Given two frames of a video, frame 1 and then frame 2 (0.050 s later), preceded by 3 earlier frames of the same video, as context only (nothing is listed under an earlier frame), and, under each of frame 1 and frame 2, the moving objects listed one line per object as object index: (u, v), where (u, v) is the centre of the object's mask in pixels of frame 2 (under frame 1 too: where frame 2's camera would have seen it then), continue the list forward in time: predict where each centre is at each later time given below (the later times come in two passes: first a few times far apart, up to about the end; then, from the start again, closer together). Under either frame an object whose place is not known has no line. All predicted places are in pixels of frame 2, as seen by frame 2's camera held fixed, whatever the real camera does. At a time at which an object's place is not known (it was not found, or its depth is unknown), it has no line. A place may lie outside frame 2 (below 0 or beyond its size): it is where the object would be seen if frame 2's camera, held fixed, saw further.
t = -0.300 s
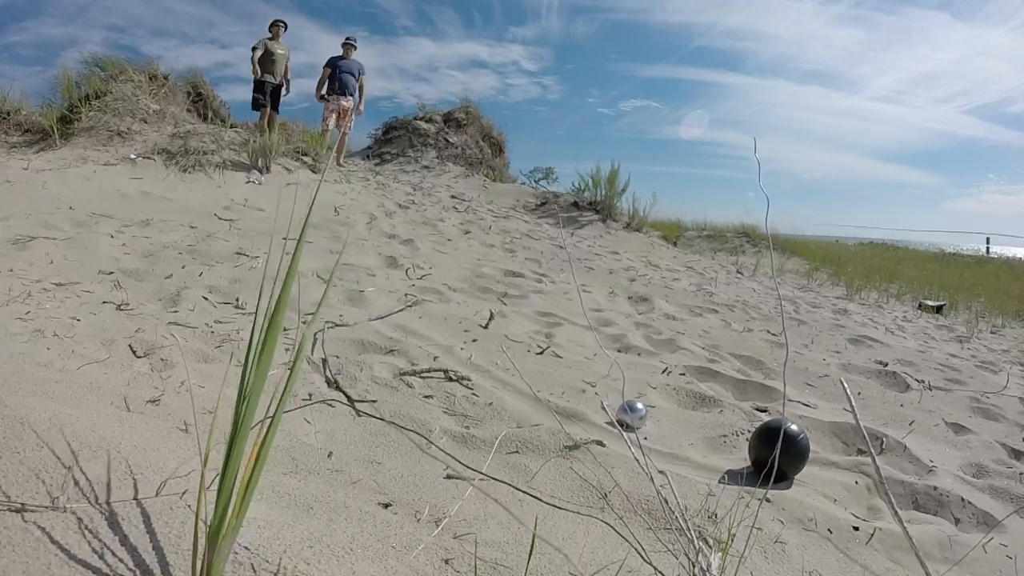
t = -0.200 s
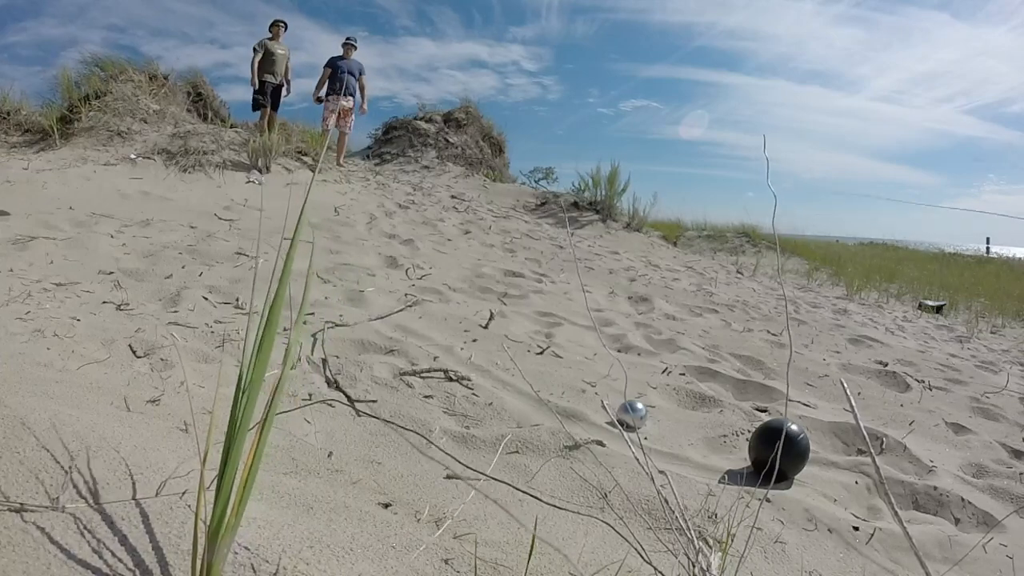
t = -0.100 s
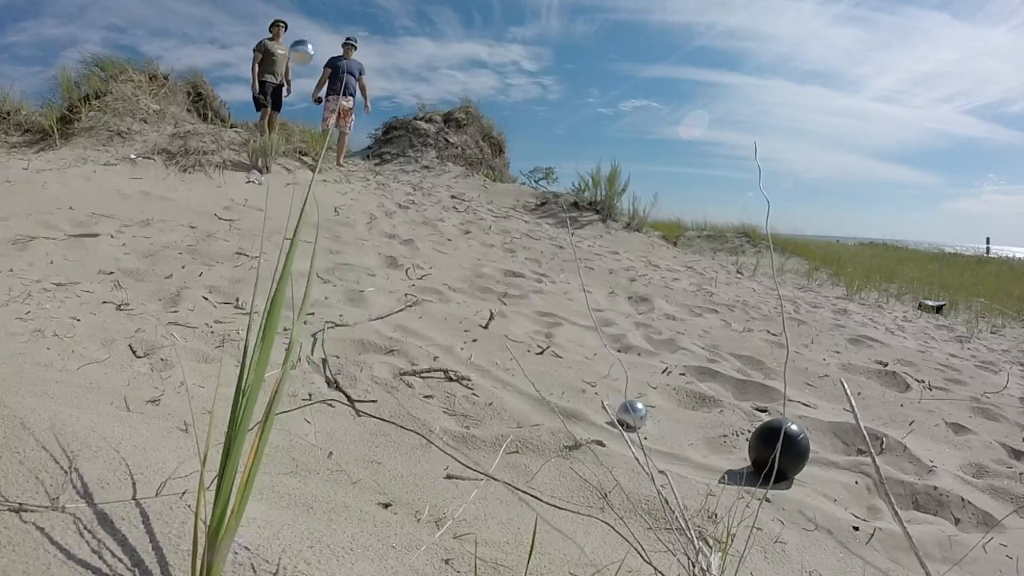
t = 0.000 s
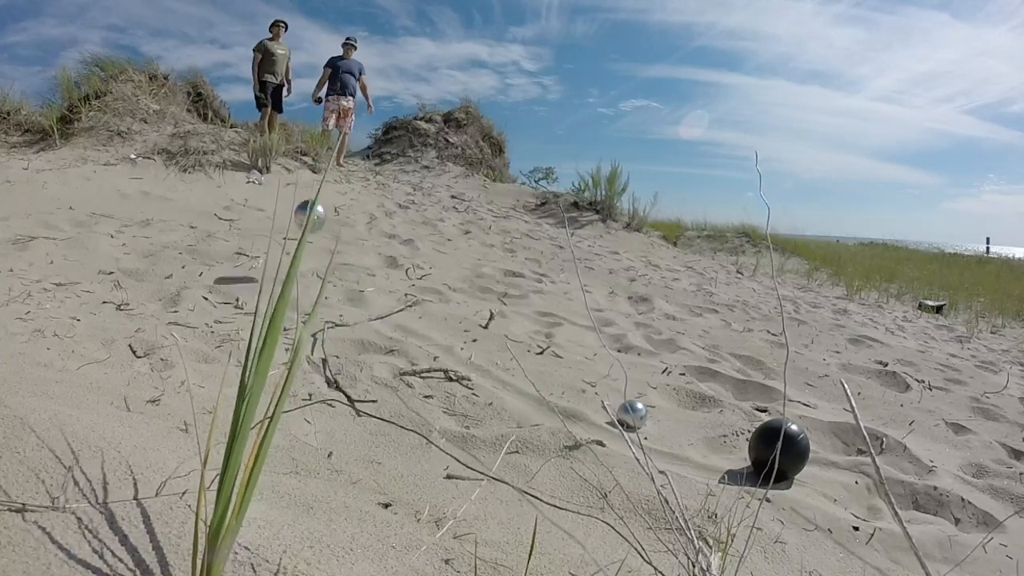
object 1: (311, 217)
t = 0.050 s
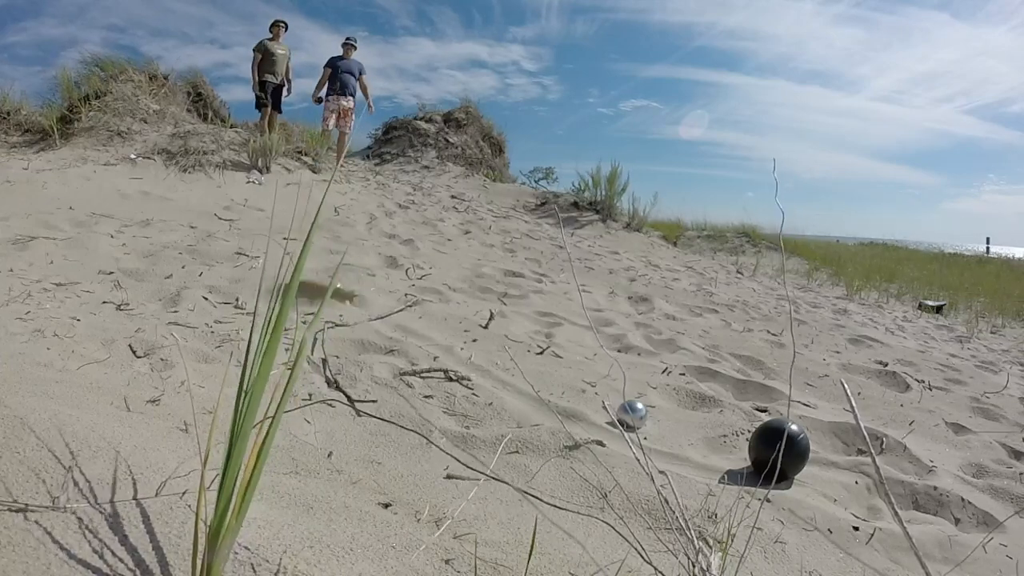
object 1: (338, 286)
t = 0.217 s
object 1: (387, 290)
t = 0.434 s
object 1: (455, 310)
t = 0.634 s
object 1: (504, 320)
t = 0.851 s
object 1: (547, 328)
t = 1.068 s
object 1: (576, 334)
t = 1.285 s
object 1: (597, 338)
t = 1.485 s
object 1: (616, 342)
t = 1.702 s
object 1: (627, 345)
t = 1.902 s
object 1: (628, 345)
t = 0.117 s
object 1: (356, 283)
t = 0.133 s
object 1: (360, 284)
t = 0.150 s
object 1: (364, 287)
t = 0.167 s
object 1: (372, 284)
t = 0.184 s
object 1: (377, 285)
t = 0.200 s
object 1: (384, 288)
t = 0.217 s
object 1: (387, 290)
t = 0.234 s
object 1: (392, 294)
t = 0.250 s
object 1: (397, 294)
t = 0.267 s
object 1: (404, 296)
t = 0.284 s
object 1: (408, 296)
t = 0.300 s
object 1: (413, 297)
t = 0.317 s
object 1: (417, 297)
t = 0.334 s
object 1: (425, 300)
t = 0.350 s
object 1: (431, 301)
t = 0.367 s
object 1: (434, 305)
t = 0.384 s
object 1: (440, 307)
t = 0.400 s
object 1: (445, 308)
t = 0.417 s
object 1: (450, 309)
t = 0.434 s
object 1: (455, 310)
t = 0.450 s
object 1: (460, 311)
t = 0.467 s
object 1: (465, 312)
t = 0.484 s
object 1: (469, 312)
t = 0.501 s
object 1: (473, 313)
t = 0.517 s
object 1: (477, 314)
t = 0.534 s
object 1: (481, 315)
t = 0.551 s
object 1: (486, 315)
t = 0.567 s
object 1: (489, 316)
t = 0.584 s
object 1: (493, 317)
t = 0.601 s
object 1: (497, 318)
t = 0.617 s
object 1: (501, 319)
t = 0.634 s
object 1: (504, 320)
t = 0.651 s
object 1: (508, 320)
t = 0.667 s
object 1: (512, 322)
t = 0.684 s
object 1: (515, 322)
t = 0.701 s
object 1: (518, 323)
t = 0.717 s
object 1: (522, 324)
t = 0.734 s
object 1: (525, 324)
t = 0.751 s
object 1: (528, 325)
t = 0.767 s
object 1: (532, 326)
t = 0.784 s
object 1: (534, 326)
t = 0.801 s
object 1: (538, 327)
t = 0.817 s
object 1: (540, 327)
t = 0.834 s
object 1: (544, 328)
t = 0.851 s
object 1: (547, 328)
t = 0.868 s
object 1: (549, 329)
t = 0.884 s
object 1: (552, 329)
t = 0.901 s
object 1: (555, 330)
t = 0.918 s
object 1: (558, 330)
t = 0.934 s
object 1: (560, 331)
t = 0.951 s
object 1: (562, 331)
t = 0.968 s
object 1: (564, 332)
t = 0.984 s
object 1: (566, 332)
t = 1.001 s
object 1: (568, 333)
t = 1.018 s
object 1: (570, 333)
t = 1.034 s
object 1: (572, 333)
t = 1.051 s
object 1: (575, 333)
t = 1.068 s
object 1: (576, 334)
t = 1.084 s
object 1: (578, 334)
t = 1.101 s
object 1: (579, 334)
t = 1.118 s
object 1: (581, 335)
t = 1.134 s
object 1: (582, 335)
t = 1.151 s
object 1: (584, 335)
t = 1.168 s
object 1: (585, 335)
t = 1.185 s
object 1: (587, 336)
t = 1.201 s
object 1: (589, 336)
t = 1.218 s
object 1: (590, 336)
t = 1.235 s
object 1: (592, 337)
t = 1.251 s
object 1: (593, 337)
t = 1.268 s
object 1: (594, 338)
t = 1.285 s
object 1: (597, 338)
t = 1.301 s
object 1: (599, 339)
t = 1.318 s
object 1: (601, 339)
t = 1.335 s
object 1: (602, 339)
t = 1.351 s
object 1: (604, 339)
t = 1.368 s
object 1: (605, 340)
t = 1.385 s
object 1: (607, 340)
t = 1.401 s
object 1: (609, 341)
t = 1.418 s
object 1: (610, 341)
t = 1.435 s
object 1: (612, 342)
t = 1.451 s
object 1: (613, 341)
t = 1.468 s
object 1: (614, 342)
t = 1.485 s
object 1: (616, 342)
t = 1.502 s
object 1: (617, 342)
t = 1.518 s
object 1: (618, 343)
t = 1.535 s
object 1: (620, 343)
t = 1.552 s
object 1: (621, 343)
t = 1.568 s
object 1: (622, 343)
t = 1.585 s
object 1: (622, 343)
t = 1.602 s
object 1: (626, 342)
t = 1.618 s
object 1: (626, 342)
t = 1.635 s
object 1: (627, 343)
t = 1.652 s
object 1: (627, 343)
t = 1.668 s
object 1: (628, 343)
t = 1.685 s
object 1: (627, 344)
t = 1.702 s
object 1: (627, 345)
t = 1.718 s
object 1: (627, 345)
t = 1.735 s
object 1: (628, 345)
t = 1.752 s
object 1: (628, 345)
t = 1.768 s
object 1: (628, 345)
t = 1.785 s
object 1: (628, 345)
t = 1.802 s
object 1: (628, 345)
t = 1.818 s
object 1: (628, 345)
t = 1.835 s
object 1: (628, 345)
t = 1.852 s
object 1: (628, 345)
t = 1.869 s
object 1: (628, 345)
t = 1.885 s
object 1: (628, 345)
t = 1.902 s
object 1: (628, 345)
